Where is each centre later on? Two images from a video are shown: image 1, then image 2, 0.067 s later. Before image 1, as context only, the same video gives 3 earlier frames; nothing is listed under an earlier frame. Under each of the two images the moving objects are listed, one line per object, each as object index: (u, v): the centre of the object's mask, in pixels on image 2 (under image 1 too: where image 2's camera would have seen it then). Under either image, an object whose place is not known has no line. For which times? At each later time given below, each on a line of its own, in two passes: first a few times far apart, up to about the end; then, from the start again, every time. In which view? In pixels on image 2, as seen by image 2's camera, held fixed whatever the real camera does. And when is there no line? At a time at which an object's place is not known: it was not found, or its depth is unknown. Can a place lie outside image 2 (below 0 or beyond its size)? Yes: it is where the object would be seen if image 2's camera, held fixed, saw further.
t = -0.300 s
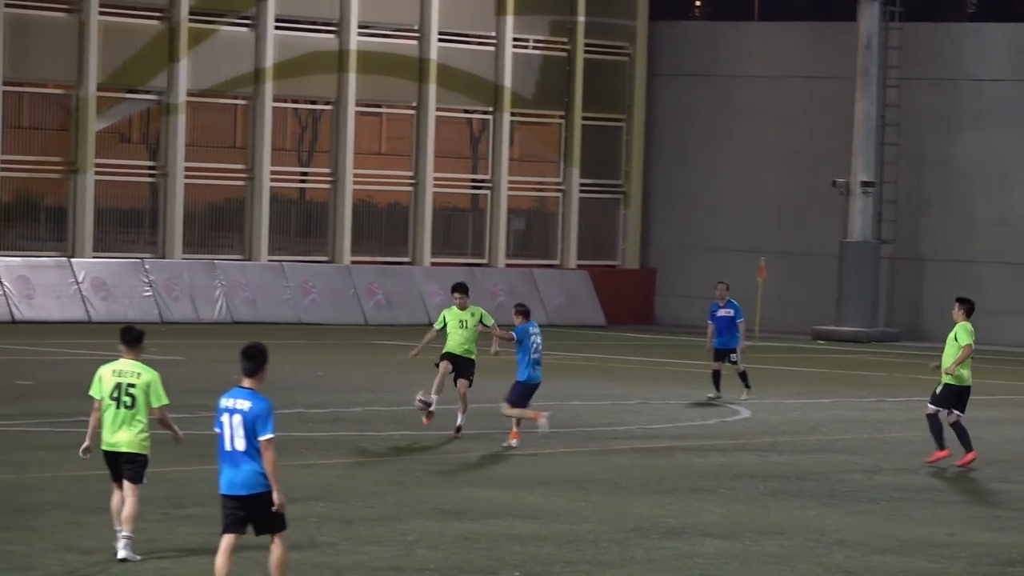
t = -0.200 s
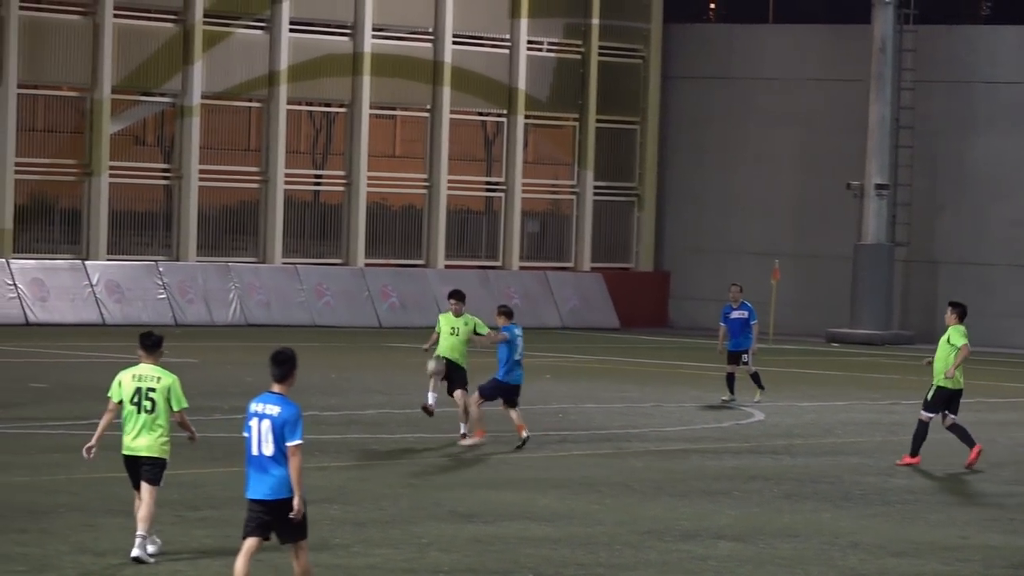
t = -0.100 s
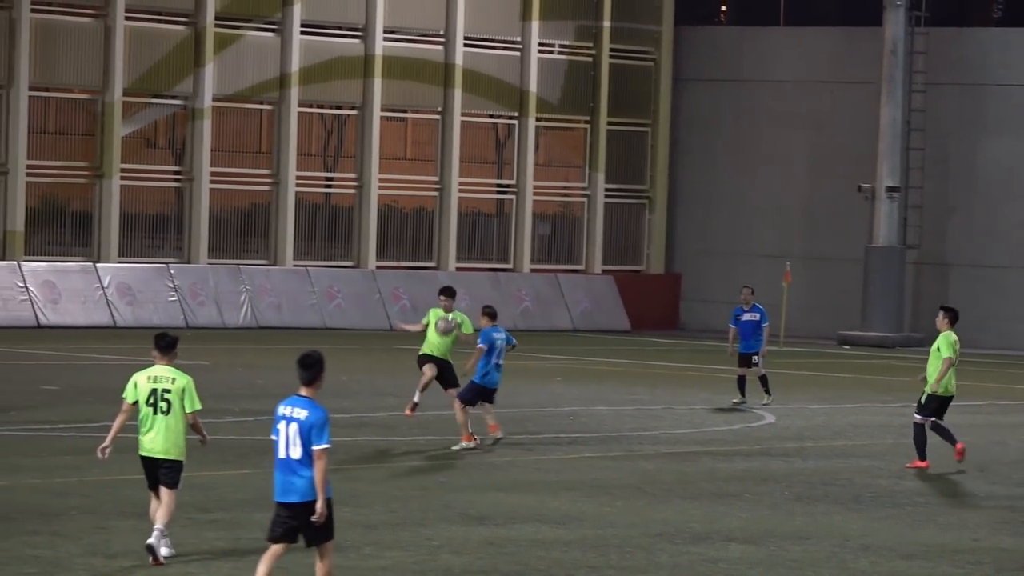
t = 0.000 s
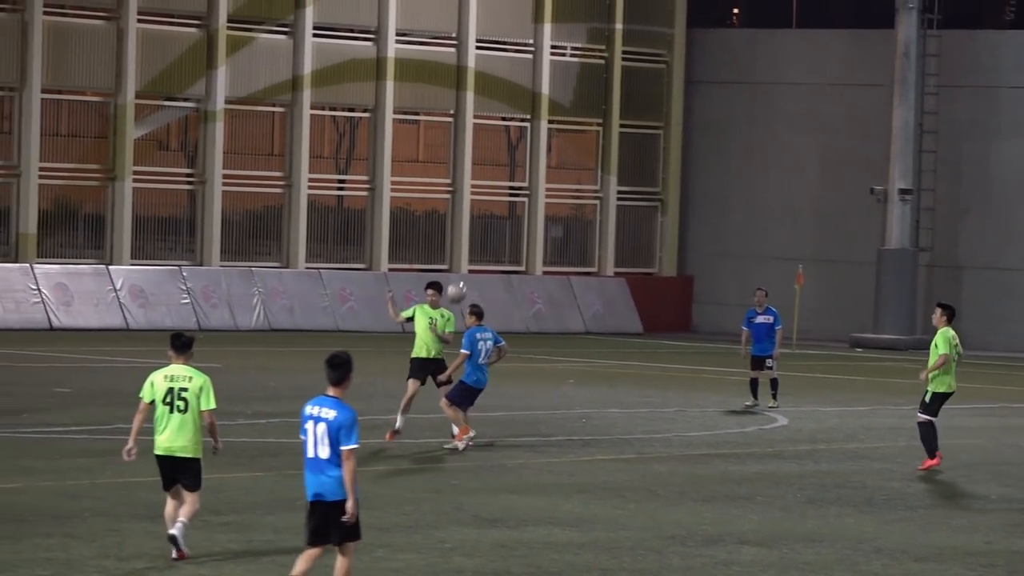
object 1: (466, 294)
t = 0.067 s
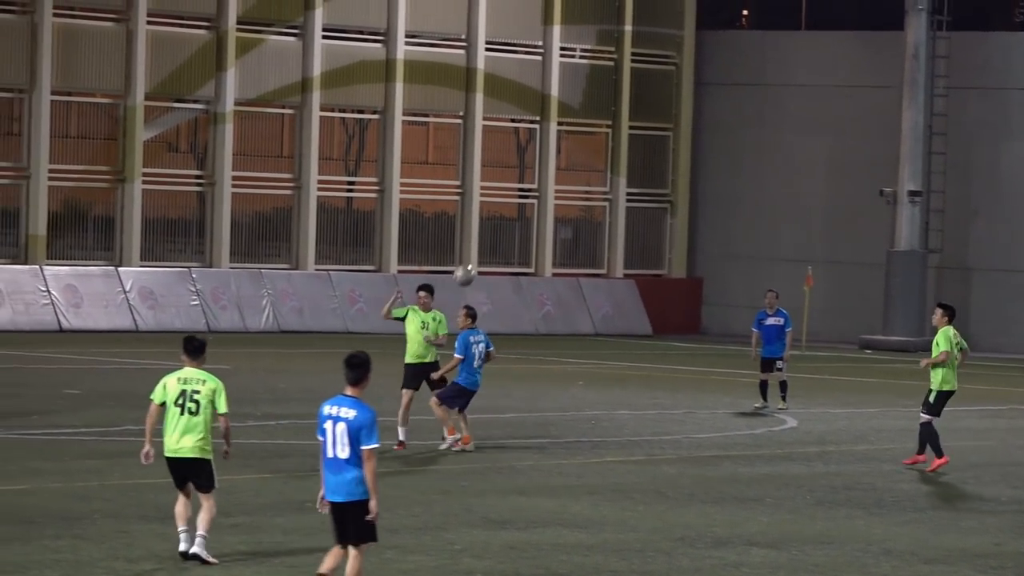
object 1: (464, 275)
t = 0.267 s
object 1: (460, 240)
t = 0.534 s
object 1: (455, 246)
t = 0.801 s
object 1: (450, 320)
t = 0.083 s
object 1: (464, 271)
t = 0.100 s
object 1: (463, 267)
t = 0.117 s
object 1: (463, 263)
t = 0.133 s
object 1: (462, 259)
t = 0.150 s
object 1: (462, 257)
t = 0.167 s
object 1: (462, 253)
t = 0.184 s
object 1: (462, 250)
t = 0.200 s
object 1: (461, 248)
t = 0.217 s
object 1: (461, 245)
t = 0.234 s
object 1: (461, 243)
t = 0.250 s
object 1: (460, 241)
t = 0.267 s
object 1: (460, 240)
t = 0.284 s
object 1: (460, 238)
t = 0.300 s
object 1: (459, 237)
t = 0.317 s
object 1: (459, 236)
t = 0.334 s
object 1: (459, 236)
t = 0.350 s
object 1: (459, 235)
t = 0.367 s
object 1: (458, 235)
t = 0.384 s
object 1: (458, 235)
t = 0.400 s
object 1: (458, 235)
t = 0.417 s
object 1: (457, 236)
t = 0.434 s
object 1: (457, 237)
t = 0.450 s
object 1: (457, 237)
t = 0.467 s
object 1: (456, 239)
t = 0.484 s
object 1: (456, 240)
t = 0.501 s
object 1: (456, 242)
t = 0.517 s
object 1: (455, 244)
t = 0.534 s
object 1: (455, 246)
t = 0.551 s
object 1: (454, 249)
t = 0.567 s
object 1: (454, 251)
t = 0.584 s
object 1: (454, 255)
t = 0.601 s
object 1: (453, 258)
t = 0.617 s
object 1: (453, 262)
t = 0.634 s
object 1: (453, 266)
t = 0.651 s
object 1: (453, 270)
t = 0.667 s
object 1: (452, 275)
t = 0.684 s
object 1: (452, 279)
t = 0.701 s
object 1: (452, 284)
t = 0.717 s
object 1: (452, 290)
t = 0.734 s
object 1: (451, 296)
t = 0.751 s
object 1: (451, 300)
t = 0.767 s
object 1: (451, 307)
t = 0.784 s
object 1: (450, 314)
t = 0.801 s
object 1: (450, 320)
